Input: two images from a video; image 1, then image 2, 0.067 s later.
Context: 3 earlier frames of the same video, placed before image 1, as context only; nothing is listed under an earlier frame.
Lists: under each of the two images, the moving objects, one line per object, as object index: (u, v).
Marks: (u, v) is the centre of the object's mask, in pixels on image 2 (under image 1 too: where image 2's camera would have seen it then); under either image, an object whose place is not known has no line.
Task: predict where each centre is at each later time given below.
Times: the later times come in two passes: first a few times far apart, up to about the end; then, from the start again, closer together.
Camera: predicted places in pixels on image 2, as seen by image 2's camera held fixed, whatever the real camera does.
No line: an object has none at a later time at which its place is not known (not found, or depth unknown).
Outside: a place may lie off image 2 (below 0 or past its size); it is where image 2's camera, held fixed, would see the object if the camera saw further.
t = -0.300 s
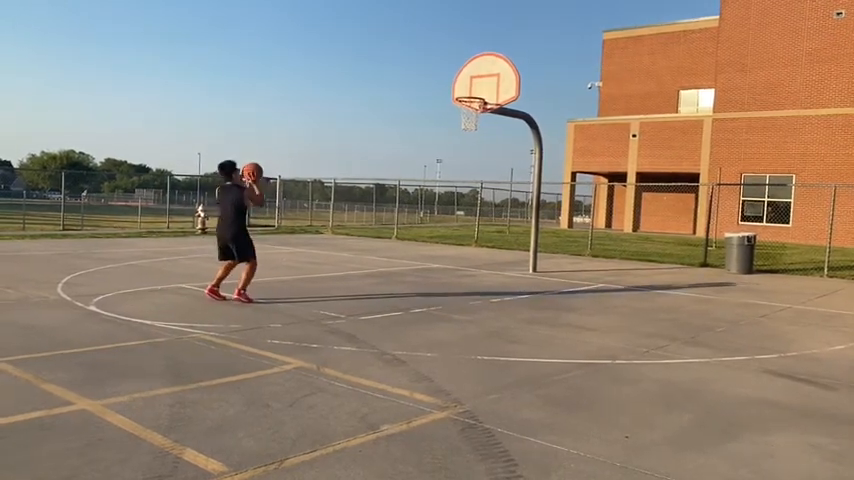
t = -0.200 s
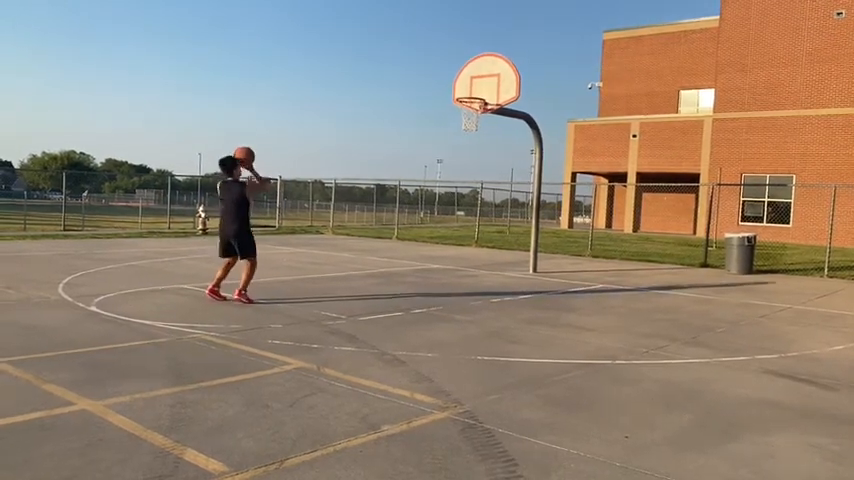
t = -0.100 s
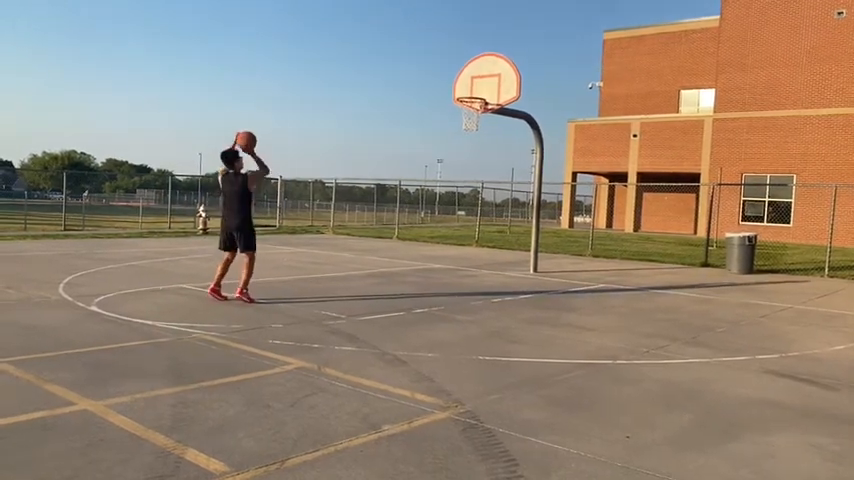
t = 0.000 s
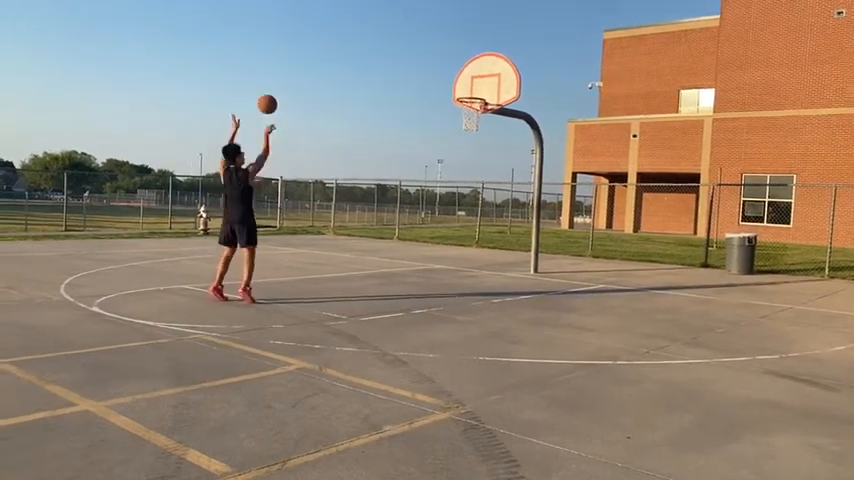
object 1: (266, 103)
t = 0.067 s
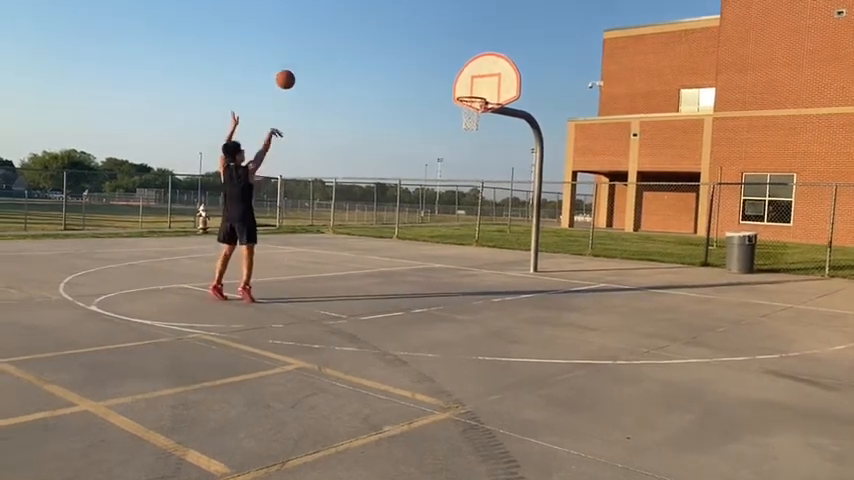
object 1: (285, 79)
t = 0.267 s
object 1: (335, 33)
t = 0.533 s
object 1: (390, 19)
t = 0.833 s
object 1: (439, 59)
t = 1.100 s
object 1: (476, 80)
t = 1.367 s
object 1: (479, 69)
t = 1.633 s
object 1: (472, 100)
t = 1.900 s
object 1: (462, 180)
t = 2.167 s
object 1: (452, 271)
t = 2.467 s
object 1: (456, 187)
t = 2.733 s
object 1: (456, 163)
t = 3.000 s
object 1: (454, 187)
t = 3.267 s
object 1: (447, 263)
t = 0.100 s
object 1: (294, 70)
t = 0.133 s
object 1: (302, 60)
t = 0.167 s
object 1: (311, 51)
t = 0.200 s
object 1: (319, 45)
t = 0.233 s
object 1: (327, 39)
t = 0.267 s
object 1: (335, 33)
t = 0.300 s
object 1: (342, 27)
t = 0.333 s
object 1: (350, 24)
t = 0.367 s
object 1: (356, 20)
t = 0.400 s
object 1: (364, 19)
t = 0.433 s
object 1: (370, 17)
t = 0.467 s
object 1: (377, 19)
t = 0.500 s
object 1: (383, 18)
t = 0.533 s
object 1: (390, 19)
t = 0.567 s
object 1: (396, 20)
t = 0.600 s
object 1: (402, 22)
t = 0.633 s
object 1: (407, 26)
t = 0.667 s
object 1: (413, 29)
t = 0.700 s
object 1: (419, 35)
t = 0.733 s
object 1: (424, 40)
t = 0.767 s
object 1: (429, 45)
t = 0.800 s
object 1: (434, 52)
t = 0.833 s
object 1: (439, 59)
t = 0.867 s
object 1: (444, 66)
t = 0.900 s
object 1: (449, 74)
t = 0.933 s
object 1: (453, 82)
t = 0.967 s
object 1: (457, 88)
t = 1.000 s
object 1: (463, 91)
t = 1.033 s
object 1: (467, 86)
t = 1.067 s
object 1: (472, 82)
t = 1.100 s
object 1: (476, 80)
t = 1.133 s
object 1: (480, 77)
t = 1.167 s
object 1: (483, 75)
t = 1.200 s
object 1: (482, 72)
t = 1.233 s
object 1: (482, 71)
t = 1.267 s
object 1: (481, 69)
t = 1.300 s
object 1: (481, 69)
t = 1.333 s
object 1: (480, 69)
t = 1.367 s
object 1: (479, 69)
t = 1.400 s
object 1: (479, 71)
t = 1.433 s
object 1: (478, 73)
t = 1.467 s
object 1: (477, 76)
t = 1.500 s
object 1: (476, 79)
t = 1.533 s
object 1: (475, 83)
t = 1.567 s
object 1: (474, 88)
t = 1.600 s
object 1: (473, 94)
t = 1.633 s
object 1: (472, 100)
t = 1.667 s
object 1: (471, 108)
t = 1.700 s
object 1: (470, 116)
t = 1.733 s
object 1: (468, 125)
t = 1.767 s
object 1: (467, 134)
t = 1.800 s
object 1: (466, 144)
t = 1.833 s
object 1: (465, 155)
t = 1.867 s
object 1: (464, 167)
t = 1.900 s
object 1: (462, 180)
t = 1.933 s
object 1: (460, 193)
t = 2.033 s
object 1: (457, 238)
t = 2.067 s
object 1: (456, 254)
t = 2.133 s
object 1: (451, 283)
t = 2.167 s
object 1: (452, 271)
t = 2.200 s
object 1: (452, 259)
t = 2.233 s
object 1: (453, 247)
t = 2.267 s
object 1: (454, 237)
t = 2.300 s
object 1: (454, 227)
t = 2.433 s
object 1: (455, 194)
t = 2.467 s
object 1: (456, 187)
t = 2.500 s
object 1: (456, 182)
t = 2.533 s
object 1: (455, 177)
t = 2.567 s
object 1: (456, 173)
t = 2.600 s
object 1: (456, 169)
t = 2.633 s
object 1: (456, 167)
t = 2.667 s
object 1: (455, 165)
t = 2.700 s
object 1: (456, 163)
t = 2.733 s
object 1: (456, 163)
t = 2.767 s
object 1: (455, 163)
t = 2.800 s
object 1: (455, 164)
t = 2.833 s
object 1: (455, 166)
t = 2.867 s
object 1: (455, 169)
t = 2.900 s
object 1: (454, 173)
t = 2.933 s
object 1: (454, 177)
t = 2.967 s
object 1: (453, 182)
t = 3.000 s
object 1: (454, 187)
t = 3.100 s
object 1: (451, 211)
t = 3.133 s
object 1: (451, 219)
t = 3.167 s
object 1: (450, 229)
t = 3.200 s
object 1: (450, 240)
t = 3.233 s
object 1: (449, 251)
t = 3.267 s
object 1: (447, 263)
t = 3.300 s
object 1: (447, 276)
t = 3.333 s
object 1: (446, 290)
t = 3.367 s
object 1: (446, 282)
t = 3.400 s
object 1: (447, 273)
